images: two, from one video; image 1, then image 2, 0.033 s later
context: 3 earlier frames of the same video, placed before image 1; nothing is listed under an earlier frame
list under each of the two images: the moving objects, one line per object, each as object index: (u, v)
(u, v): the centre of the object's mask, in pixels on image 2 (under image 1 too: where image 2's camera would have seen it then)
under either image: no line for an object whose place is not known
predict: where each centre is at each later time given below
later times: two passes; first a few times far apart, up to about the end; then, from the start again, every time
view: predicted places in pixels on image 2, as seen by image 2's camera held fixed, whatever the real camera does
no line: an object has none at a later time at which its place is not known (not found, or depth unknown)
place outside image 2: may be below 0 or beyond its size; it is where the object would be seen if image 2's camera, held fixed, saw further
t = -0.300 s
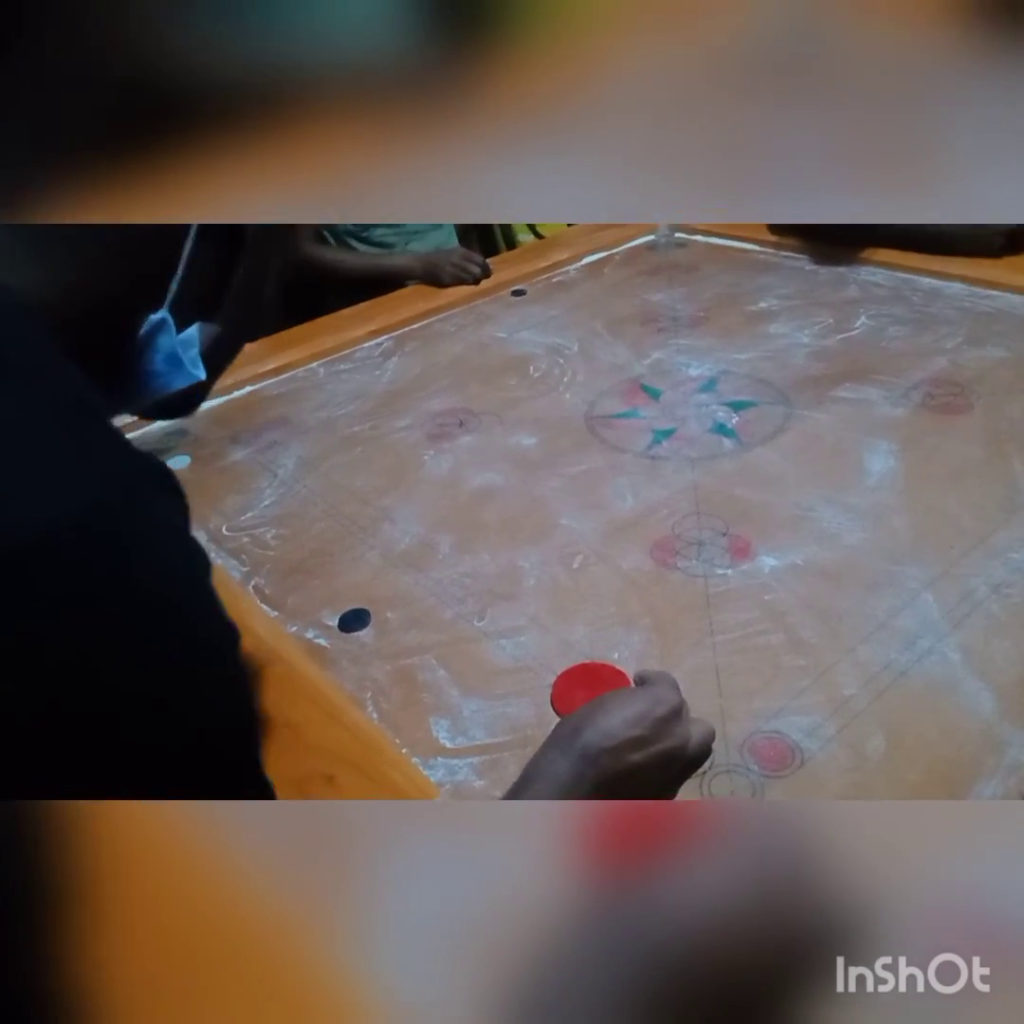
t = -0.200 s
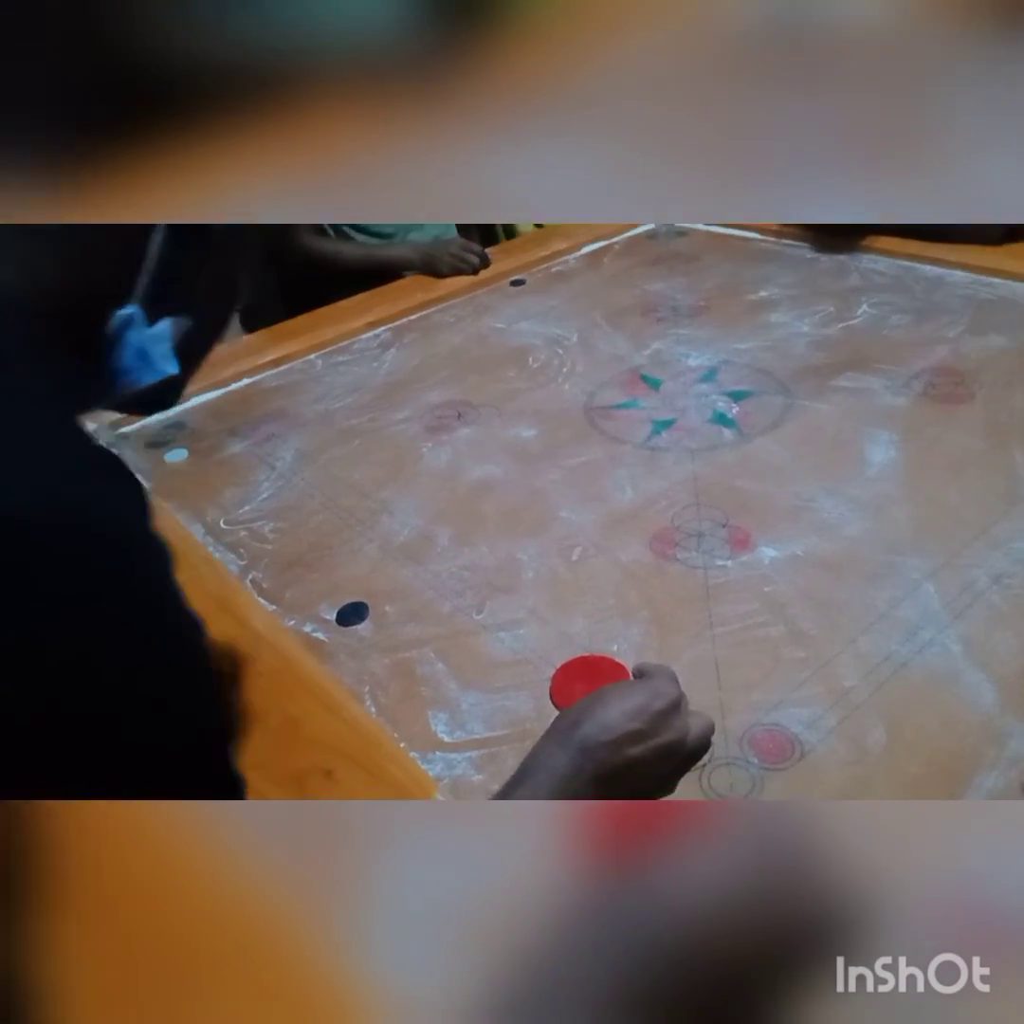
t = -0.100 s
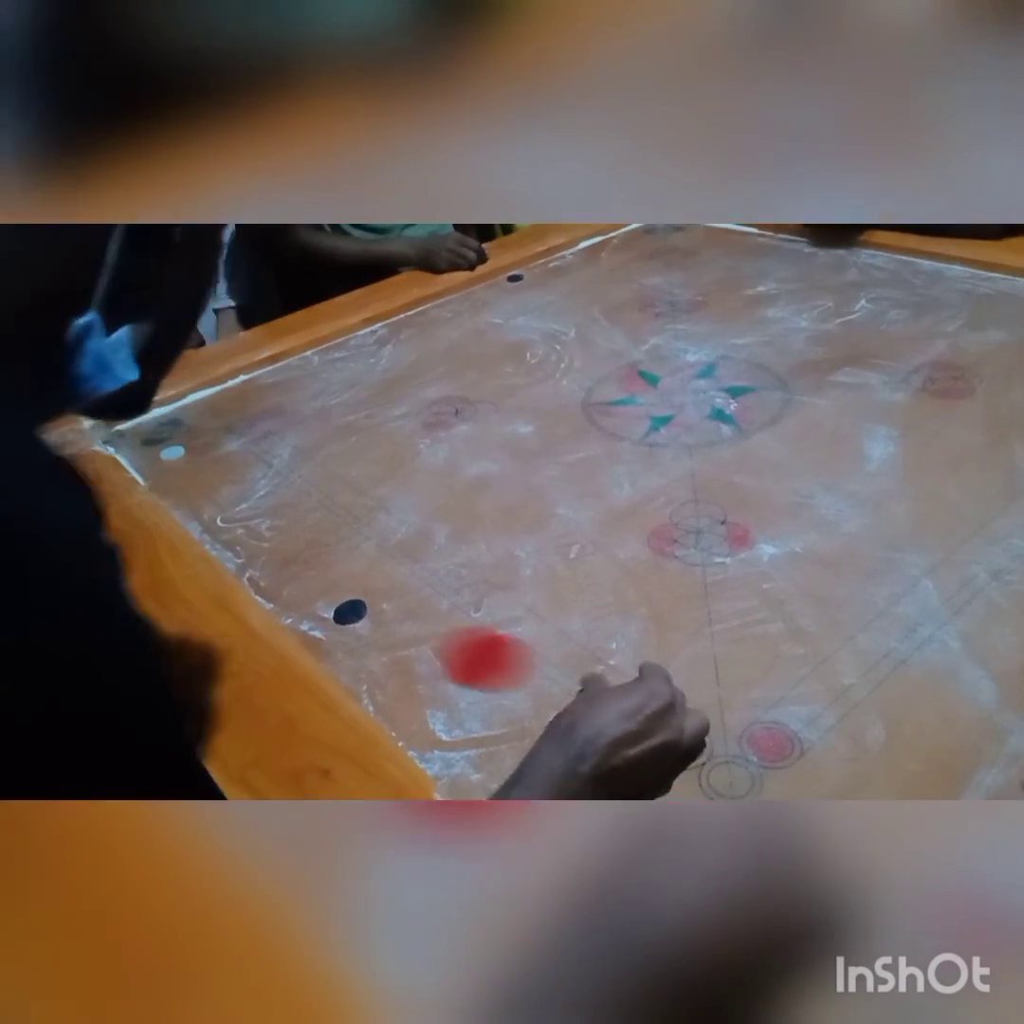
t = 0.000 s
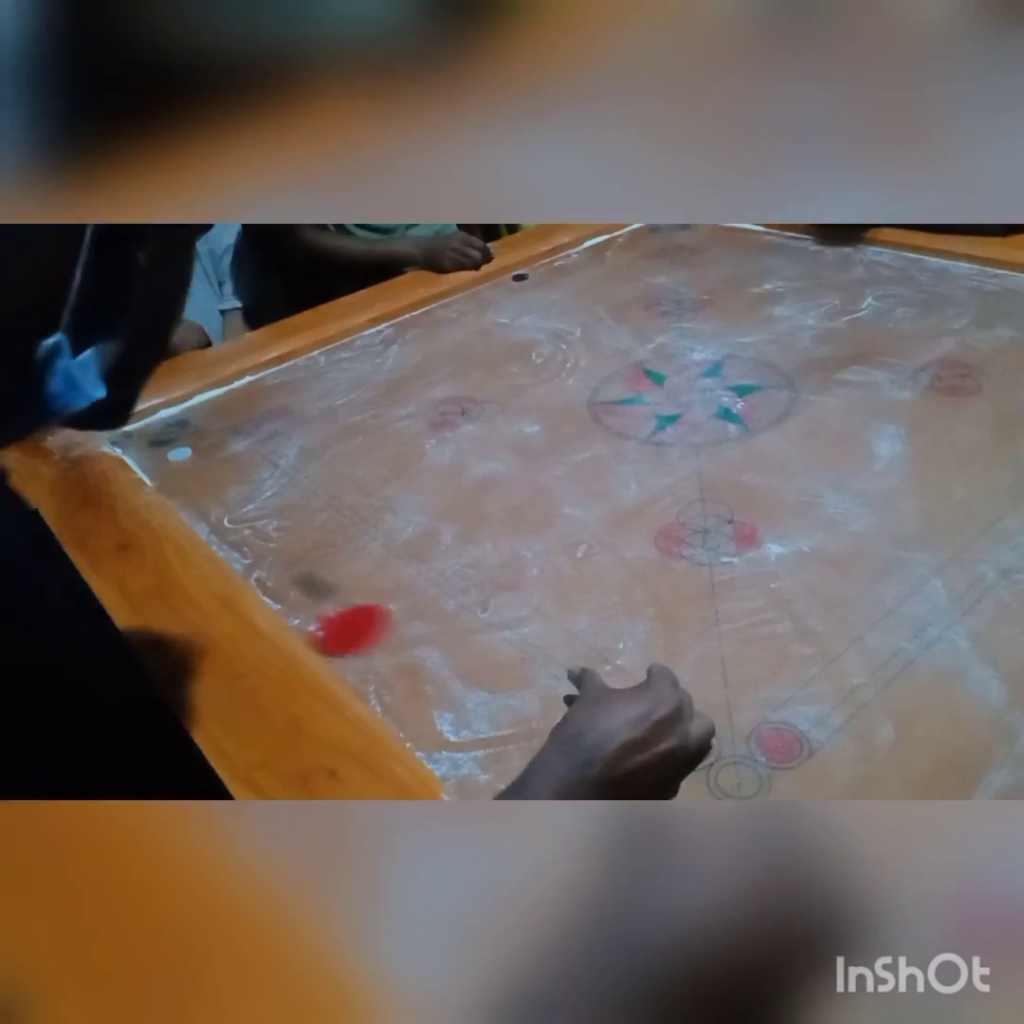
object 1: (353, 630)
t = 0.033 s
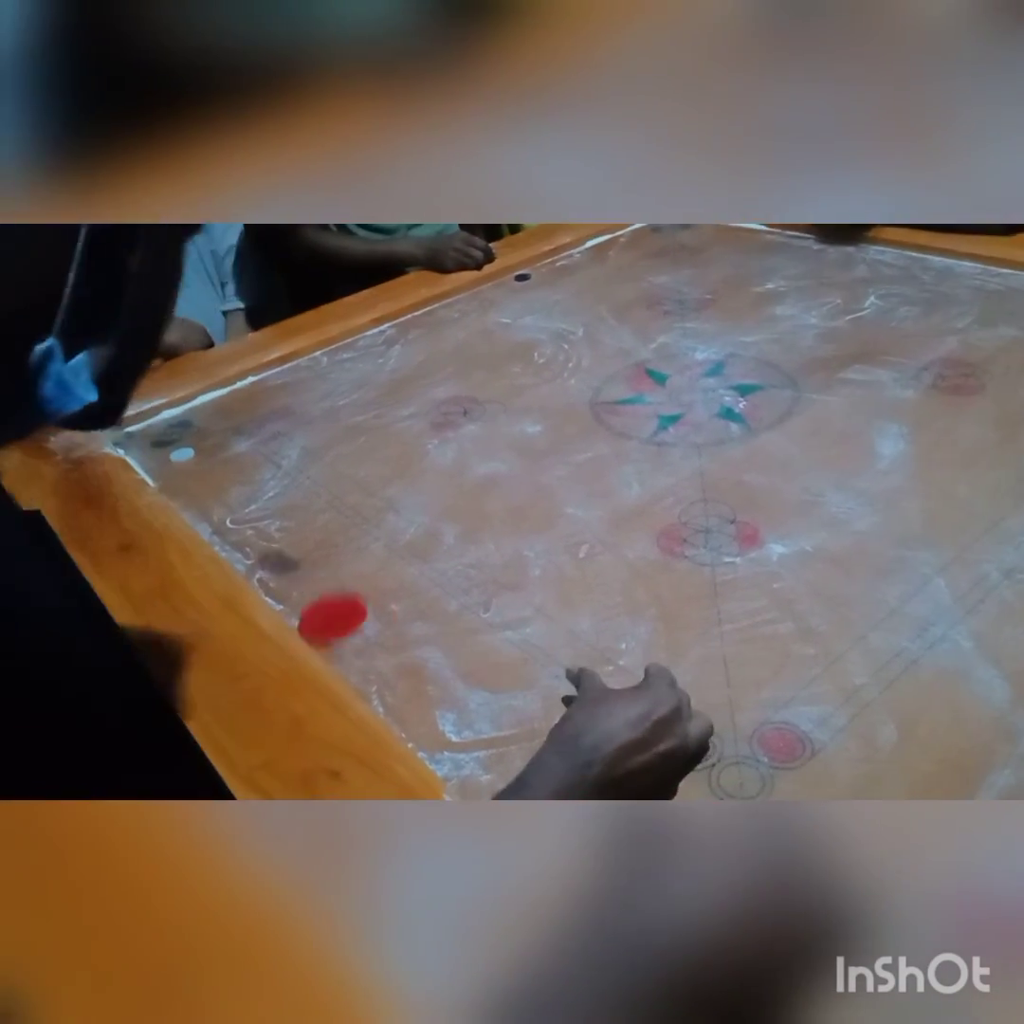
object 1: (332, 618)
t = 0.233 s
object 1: (342, 533)
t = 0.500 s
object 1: (346, 483)
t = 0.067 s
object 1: (334, 599)
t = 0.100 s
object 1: (336, 584)
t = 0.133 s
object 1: (337, 570)
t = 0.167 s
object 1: (339, 556)
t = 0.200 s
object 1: (341, 544)
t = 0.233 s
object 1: (342, 533)
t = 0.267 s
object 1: (343, 524)
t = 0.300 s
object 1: (344, 515)
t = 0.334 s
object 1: (345, 508)
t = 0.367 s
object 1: (345, 501)
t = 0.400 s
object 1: (346, 496)
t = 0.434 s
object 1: (346, 491)
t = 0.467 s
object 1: (346, 487)
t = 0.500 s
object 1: (346, 483)
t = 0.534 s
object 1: (347, 480)
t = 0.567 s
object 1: (347, 478)
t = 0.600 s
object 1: (347, 476)
